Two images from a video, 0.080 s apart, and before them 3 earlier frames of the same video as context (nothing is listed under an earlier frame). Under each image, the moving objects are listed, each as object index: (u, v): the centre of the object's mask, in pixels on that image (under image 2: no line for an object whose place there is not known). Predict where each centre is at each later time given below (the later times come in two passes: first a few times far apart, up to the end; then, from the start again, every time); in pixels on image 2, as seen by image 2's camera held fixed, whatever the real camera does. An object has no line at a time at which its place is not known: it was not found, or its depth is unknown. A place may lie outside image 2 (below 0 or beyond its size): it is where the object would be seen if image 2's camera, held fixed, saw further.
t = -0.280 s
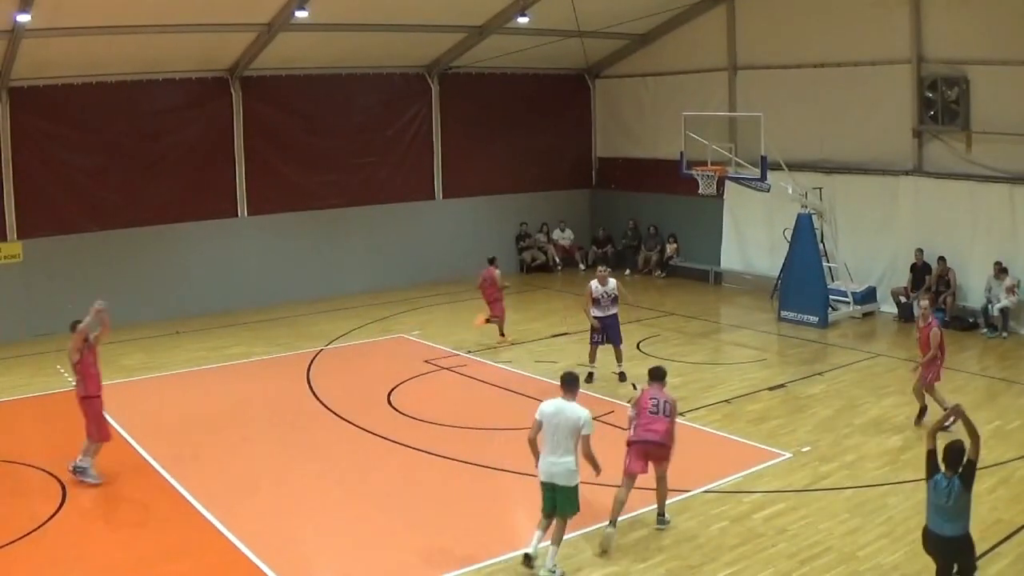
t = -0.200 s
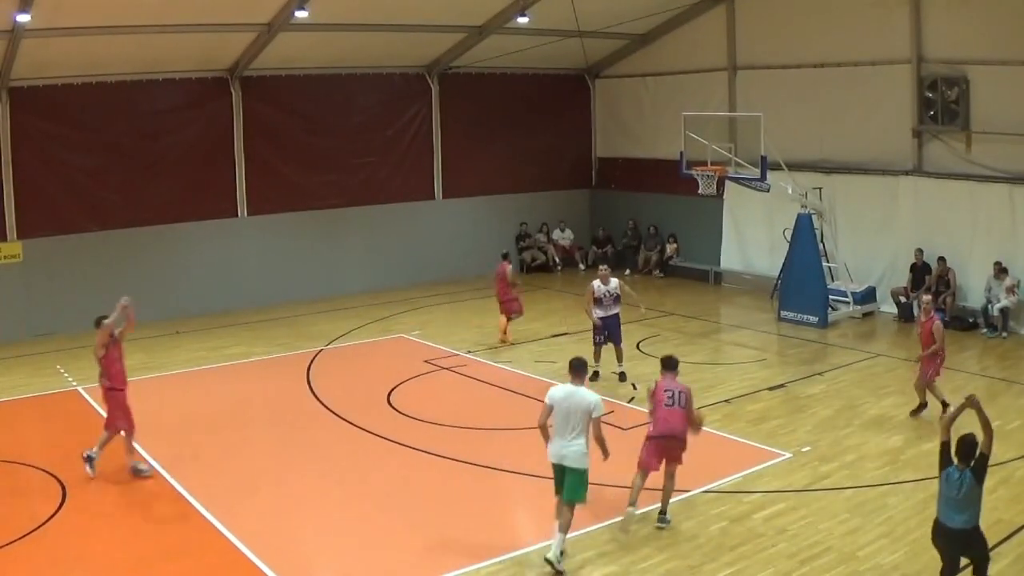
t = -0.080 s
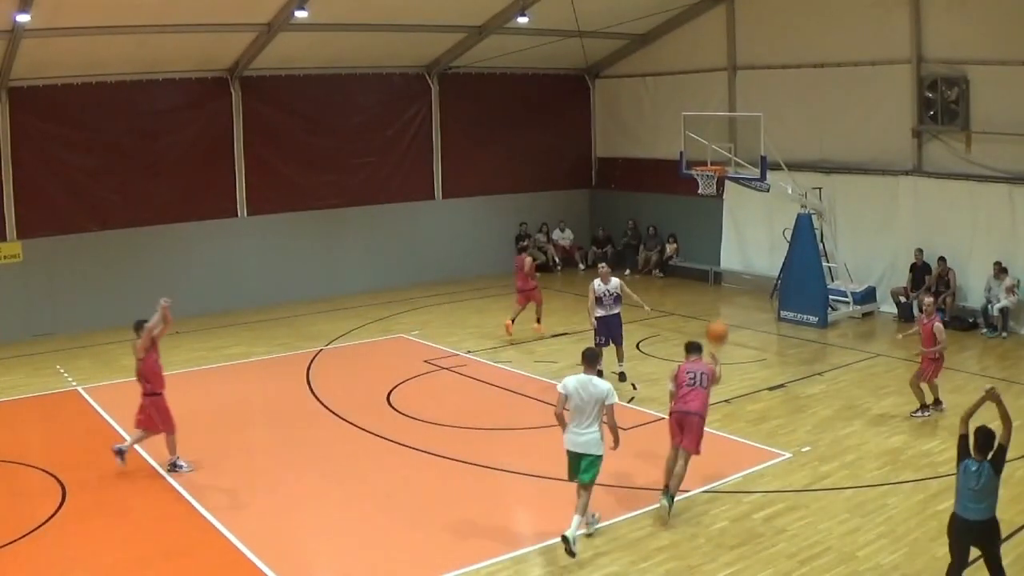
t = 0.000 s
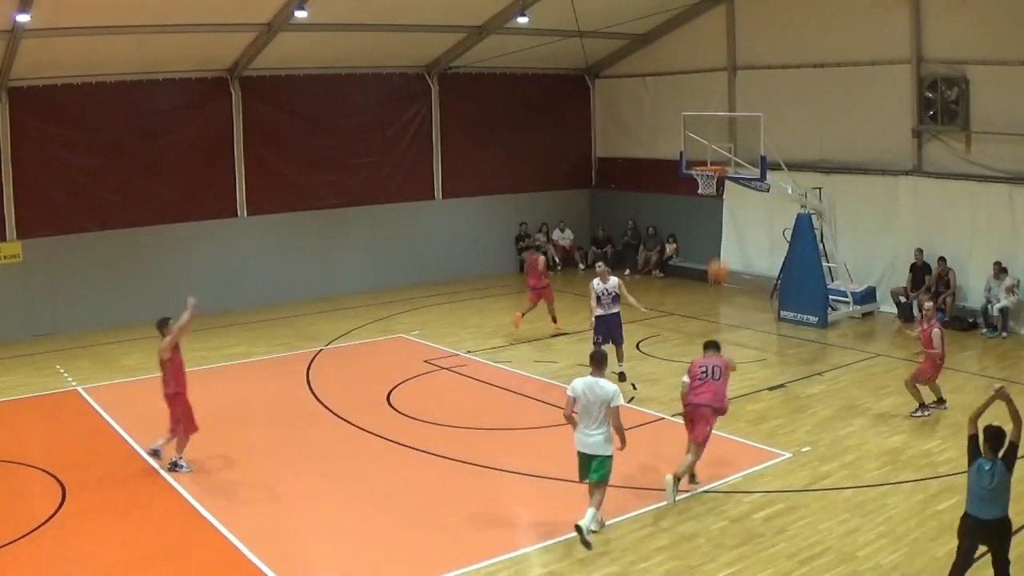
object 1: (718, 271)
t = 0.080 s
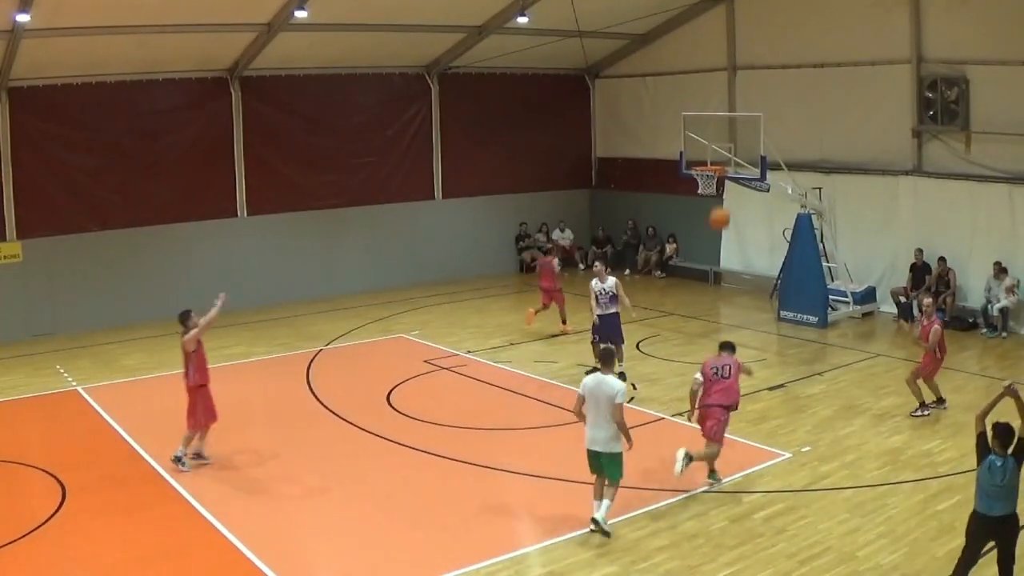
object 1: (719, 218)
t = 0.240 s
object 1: (721, 136)
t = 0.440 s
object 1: (724, 75)
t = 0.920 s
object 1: (730, 68)
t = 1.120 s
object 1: (734, 108)
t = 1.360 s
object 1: (737, 184)
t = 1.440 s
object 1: (739, 213)
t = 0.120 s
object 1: (720, 195)
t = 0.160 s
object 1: (721, 174)
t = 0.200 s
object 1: (721, 155)
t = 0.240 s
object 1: (721, 136)
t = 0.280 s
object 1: (721, 122)
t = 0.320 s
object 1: (722, 107)
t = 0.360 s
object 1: (722, 95)
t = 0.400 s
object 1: (722, 85)
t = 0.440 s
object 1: (724, 75)
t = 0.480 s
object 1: (723, 68)
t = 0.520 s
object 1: (725, 62)
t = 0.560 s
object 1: (725, 60)
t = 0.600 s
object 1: (724, 56)
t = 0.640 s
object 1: (726, 53)
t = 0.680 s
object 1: (726, 52)
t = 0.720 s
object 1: (727, 52)
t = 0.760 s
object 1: (727, 53)
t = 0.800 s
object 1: (728, 55)
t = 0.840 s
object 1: (729, 58)
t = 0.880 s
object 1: (729, 63)
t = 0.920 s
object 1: (730, 68)
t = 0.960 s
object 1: (731, 74)
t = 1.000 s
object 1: (732, 81)
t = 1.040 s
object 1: (733, 89)
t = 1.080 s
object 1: (733, 98)
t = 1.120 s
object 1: (734, 108)
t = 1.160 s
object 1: (735, 120)
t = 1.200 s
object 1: (735, 130)
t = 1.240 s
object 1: (736, 143)
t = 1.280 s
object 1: (736, 155)
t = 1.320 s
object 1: (736, 168)
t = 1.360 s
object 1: (737, 184)
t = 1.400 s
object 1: (738, 198)
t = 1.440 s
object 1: (739, 213)
